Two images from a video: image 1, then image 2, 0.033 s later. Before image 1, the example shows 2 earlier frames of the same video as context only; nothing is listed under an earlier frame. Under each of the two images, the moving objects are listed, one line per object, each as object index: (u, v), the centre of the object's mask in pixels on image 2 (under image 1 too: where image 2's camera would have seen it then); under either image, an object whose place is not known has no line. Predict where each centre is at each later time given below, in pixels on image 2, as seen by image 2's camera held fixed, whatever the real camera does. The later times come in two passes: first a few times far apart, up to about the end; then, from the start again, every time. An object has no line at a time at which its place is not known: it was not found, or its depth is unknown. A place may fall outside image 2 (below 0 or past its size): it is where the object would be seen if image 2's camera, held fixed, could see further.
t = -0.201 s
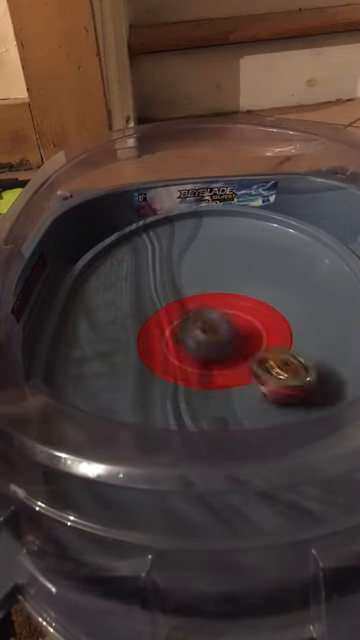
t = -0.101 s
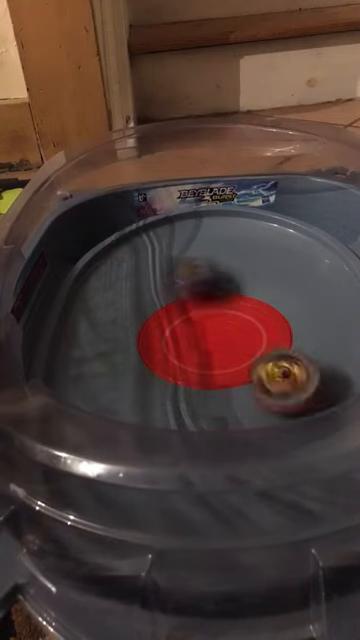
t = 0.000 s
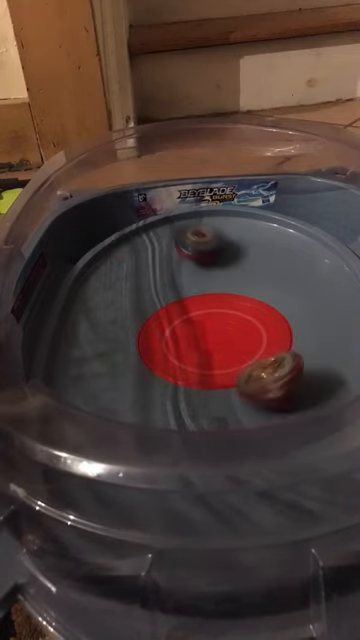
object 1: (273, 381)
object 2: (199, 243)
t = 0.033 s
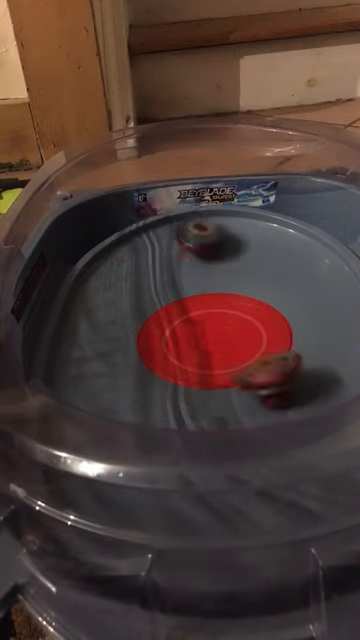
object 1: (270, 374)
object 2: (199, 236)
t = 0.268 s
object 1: (235, 349)
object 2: (197, 235)
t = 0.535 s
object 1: (154, 275)
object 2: (223, 283)
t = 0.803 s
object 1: (148, 272)
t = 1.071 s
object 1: (209, 308)
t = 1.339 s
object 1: (311, 349)
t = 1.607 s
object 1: (278, 350)
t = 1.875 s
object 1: (143, 308)
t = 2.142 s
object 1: (146, 277)
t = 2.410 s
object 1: (233, 293)
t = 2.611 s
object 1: (327, 325)
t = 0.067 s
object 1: (267, 373)
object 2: (201, 232)
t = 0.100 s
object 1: (264, 370)
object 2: (200, 225)
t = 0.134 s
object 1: (266, 370)
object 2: (202, 223)
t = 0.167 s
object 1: (262, 366)
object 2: (198, 223)
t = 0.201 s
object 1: (254, 360)
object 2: (197, 227)
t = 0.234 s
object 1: (247, 356)
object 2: (197, 232)
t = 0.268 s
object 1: (235, 349)
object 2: (197, 235)
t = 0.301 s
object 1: (223, 344)
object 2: (200, 240)
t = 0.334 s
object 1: (203, 336)
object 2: (204, 244)
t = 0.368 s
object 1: (187, 326)
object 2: (208, 248)
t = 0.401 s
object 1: (174, 314)
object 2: (210, 253)
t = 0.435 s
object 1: (166, 302)
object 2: (213, 258)
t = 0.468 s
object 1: (162, 292)
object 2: (214, 263)
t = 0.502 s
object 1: (161, 282)
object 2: (217, 275)
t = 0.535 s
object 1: (154, 275)
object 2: (223, 283)
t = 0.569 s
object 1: (152, 275)
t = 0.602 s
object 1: (149, 272)
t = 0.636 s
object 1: (146, 269)
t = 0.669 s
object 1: (142, 268)
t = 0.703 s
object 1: (144, 268)
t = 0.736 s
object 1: (143, 269)
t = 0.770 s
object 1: (145, 273)
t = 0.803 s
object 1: (148, 272)
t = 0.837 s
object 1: (153, 275)
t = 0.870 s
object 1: (158, 276)
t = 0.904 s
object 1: (165, 282)
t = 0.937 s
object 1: (166, 284)
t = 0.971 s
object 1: (171, 290)
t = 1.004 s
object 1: (179, 296)
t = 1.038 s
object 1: (200, 304)
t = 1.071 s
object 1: (209, 308)
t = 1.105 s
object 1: (224, 311)
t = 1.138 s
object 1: (241, 314)
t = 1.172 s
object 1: (260, 319)
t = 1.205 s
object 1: (277, 326)
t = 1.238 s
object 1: (292, 332)
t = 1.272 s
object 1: (302, 338)
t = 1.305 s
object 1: (310, 343)
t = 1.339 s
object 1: (311, 349)
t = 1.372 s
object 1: (308, 351)
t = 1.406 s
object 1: (307, 356)
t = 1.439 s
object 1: (312, 360)
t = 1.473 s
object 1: (303, 358)
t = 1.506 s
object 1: (300, 359)
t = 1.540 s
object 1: (293, 356)
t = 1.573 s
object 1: (286, 353)
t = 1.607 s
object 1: (278, 350)
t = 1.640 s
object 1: (269, 348)
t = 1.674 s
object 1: (258, 346)
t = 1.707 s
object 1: (240, 341)
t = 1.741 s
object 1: (221, 339)
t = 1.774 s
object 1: (199, 336)
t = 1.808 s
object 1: (177, 330)
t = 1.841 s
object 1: (157, 321)
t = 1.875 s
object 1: (143, 308)
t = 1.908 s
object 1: (142, 300)
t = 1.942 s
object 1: (144, 295)
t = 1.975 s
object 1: (138, 288)
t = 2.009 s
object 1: (138, 284)
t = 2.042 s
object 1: (140, 278)
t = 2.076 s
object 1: (144, 278)
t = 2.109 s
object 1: (145, 276)
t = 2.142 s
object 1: (146, 277)
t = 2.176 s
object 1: (152, 278)
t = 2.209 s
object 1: (156, 280)
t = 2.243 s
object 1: (164, 281)
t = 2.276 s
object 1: (178, 284)
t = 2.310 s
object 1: (188, 287)
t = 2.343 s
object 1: (200, 289)
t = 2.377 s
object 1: (214, 291)
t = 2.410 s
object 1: (233, 293)
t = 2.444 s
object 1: (255, 294)
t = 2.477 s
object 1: (275, 299)
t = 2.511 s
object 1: (291, 306)
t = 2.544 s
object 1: (307, 313)
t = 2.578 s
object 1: (324, 321)
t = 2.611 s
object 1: (327, 325)
